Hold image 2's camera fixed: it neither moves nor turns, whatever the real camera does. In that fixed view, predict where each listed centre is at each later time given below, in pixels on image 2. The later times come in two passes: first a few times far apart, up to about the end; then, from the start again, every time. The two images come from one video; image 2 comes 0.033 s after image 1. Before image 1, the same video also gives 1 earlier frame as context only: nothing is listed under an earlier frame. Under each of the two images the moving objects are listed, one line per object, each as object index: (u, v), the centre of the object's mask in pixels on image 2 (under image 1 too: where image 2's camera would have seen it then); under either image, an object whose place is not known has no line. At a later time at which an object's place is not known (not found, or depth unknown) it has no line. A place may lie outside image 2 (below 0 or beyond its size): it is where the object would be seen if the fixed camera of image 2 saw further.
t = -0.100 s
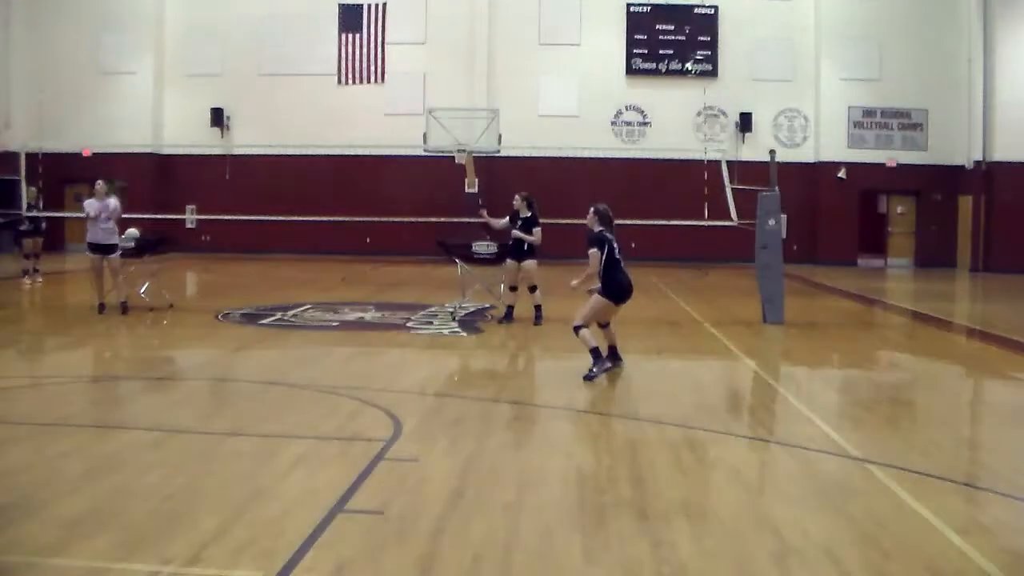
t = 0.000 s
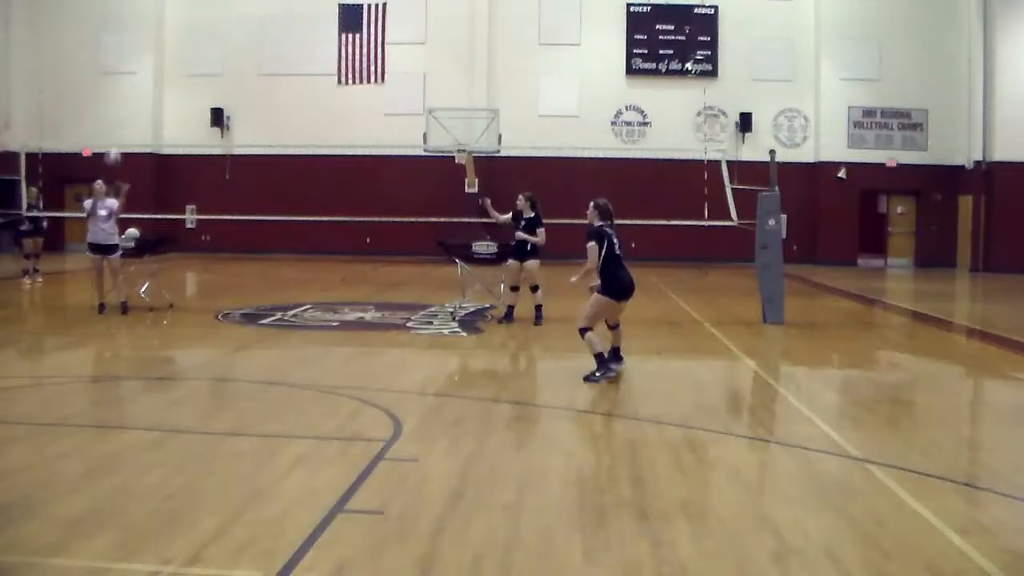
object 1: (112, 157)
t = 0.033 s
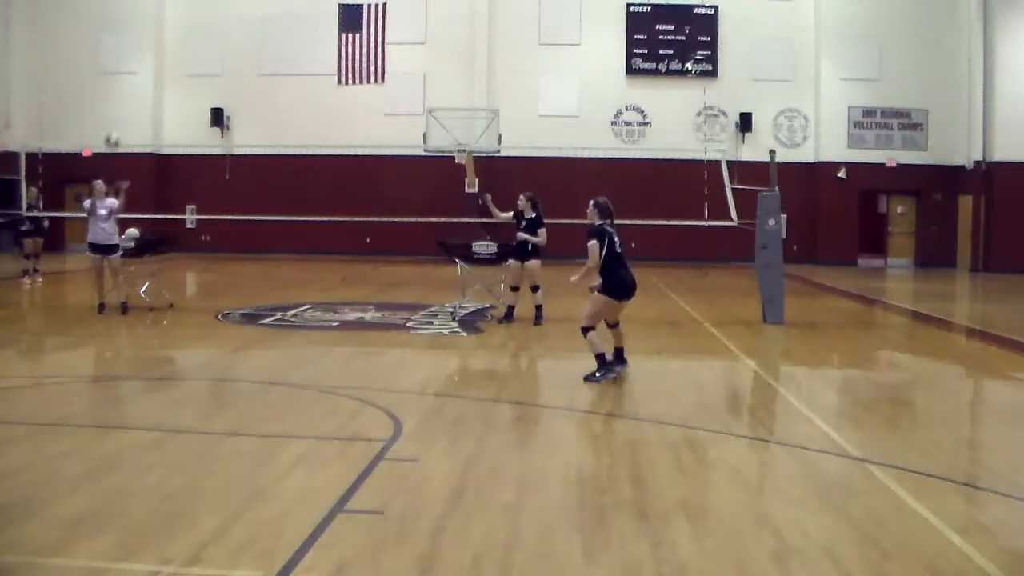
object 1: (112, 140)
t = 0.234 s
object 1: (113, 69)
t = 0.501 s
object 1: (115, 22)
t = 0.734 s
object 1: (115, 24)
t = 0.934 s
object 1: (115, 60)
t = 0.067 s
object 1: (113, 125)
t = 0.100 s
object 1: (113, 112)
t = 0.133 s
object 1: (113, 100)
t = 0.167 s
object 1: (113, 89)
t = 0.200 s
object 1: (114, 78)
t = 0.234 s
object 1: (113, 69)
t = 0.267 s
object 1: (114, 60)
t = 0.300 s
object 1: (114, 52)
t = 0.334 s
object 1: (114, 44)
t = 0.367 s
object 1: (114, 38)
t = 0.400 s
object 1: (115, 33)
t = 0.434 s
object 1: (115, 28)
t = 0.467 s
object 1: (115, 24)
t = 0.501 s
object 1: (115, 22)
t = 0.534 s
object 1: (115, 20)
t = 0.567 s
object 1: (115, 19)
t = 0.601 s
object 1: (115, 18)
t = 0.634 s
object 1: (115, 19)
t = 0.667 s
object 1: (115, 20)
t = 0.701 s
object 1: (115, 22)
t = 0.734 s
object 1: (115, 24)
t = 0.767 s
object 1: (115, 28)
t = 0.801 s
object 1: (115, 33)
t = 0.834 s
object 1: (115, 38)
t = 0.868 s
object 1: (115, 44)
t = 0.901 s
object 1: (115, 51)
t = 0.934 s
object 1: (115, 60)
